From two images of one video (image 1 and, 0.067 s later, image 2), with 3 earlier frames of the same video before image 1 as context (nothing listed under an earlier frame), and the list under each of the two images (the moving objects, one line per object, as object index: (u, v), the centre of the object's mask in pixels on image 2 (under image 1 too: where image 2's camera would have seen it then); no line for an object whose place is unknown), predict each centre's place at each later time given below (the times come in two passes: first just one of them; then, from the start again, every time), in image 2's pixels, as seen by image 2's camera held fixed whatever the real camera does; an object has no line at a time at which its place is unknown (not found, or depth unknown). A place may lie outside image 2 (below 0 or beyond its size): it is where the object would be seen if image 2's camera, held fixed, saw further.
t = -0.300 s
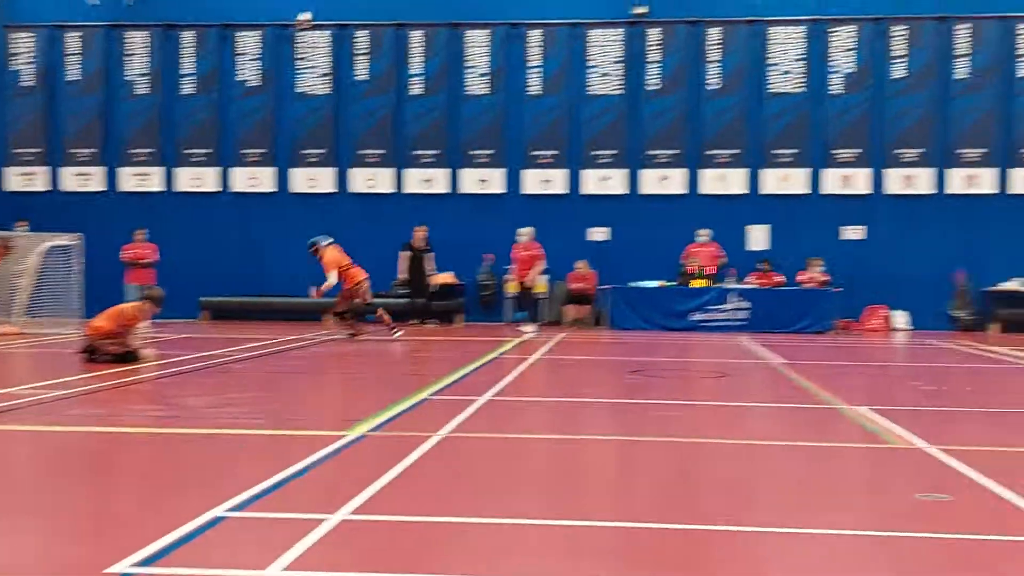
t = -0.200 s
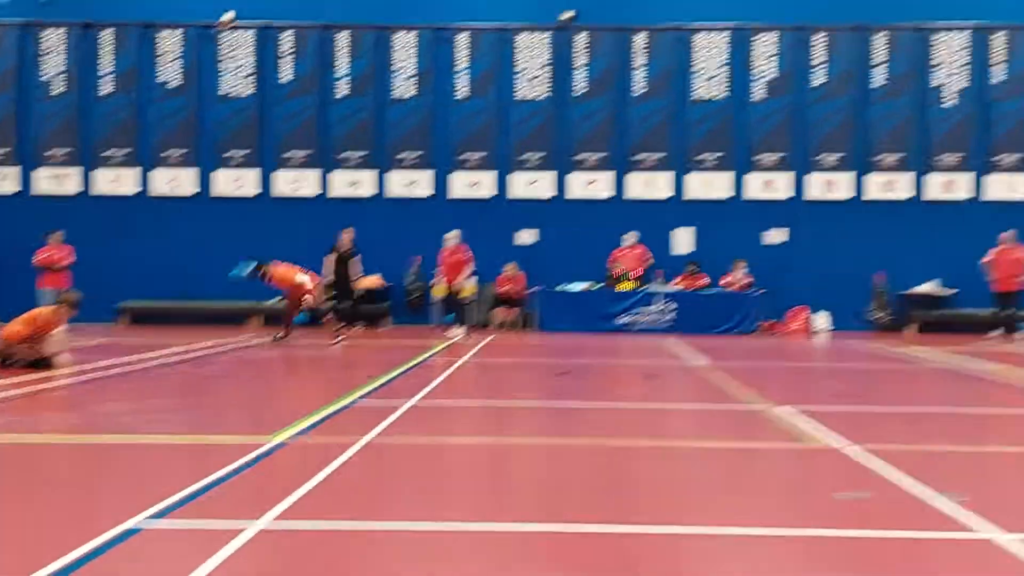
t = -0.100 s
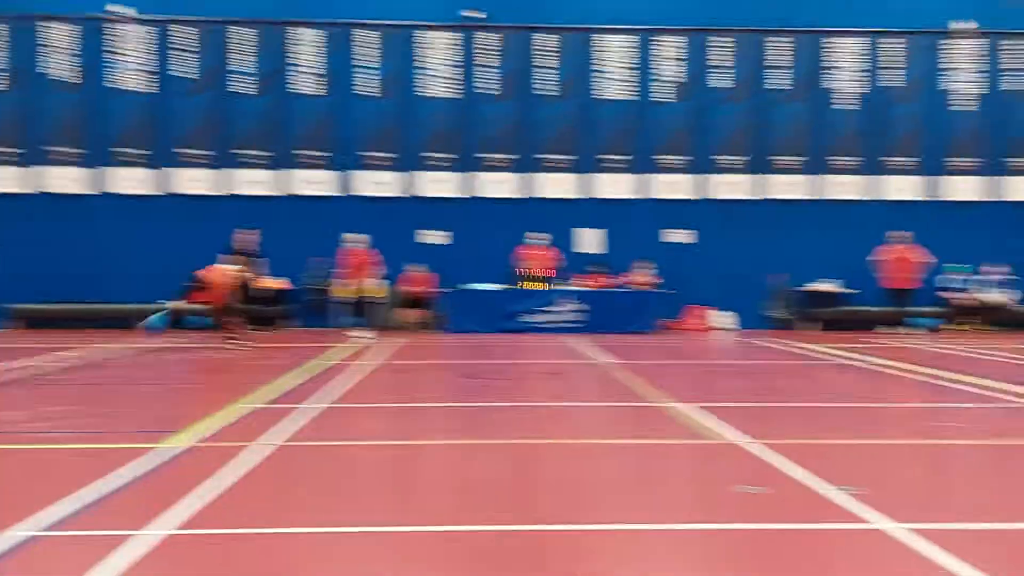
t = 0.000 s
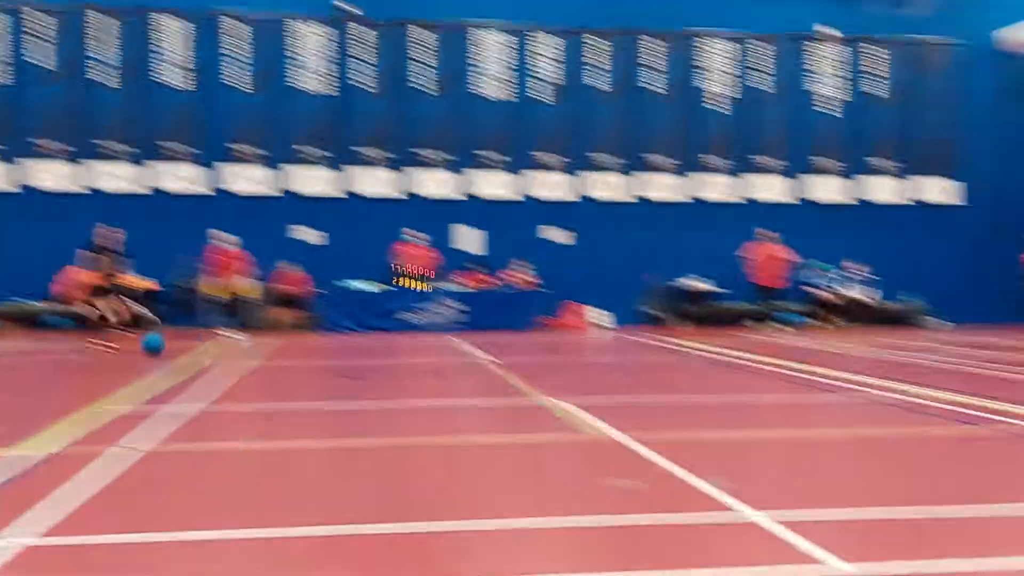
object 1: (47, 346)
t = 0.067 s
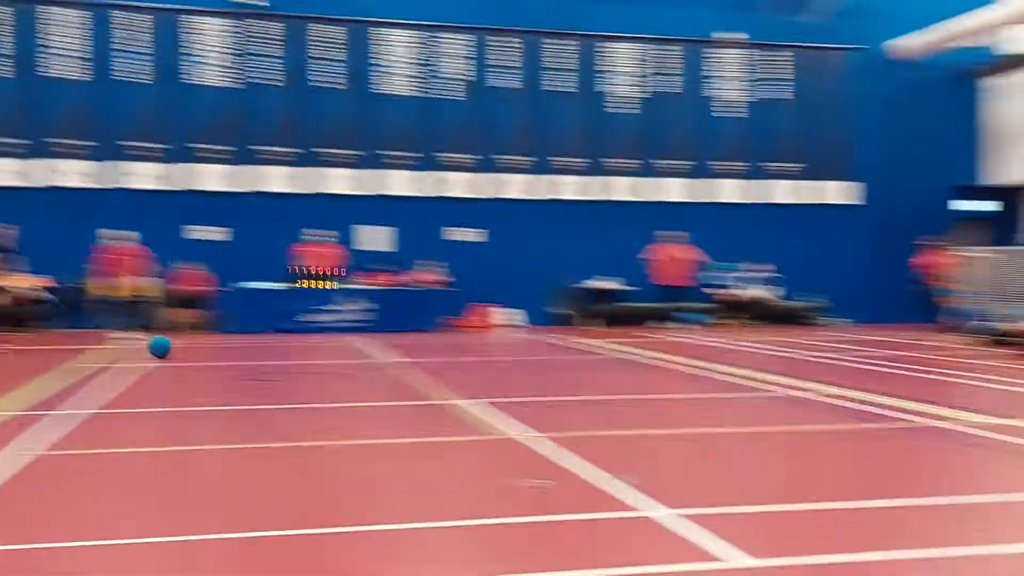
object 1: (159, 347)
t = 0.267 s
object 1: (478, 348)
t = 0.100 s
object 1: (216, 347)
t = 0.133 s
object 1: (270, 347)
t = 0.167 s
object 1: (325, 347)
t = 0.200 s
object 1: (377, 347)
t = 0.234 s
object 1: (427, 347)
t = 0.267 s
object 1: (478, 348)
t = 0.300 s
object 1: (526, 347)
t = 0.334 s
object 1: (575, 347)
